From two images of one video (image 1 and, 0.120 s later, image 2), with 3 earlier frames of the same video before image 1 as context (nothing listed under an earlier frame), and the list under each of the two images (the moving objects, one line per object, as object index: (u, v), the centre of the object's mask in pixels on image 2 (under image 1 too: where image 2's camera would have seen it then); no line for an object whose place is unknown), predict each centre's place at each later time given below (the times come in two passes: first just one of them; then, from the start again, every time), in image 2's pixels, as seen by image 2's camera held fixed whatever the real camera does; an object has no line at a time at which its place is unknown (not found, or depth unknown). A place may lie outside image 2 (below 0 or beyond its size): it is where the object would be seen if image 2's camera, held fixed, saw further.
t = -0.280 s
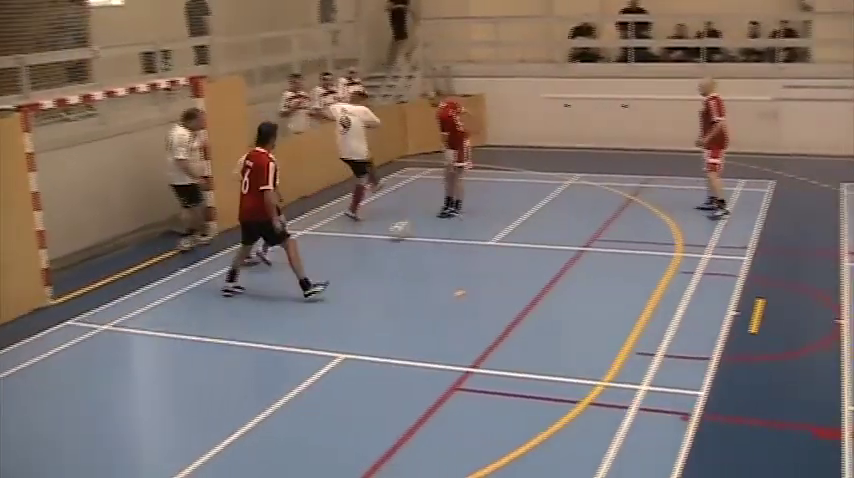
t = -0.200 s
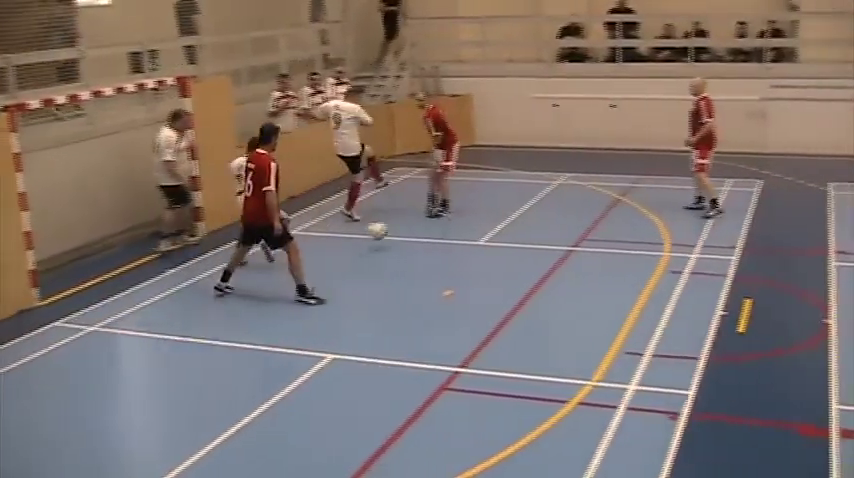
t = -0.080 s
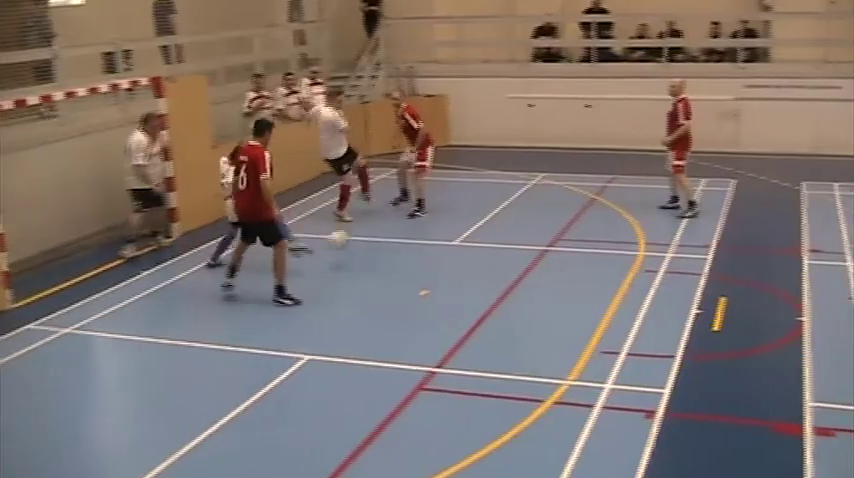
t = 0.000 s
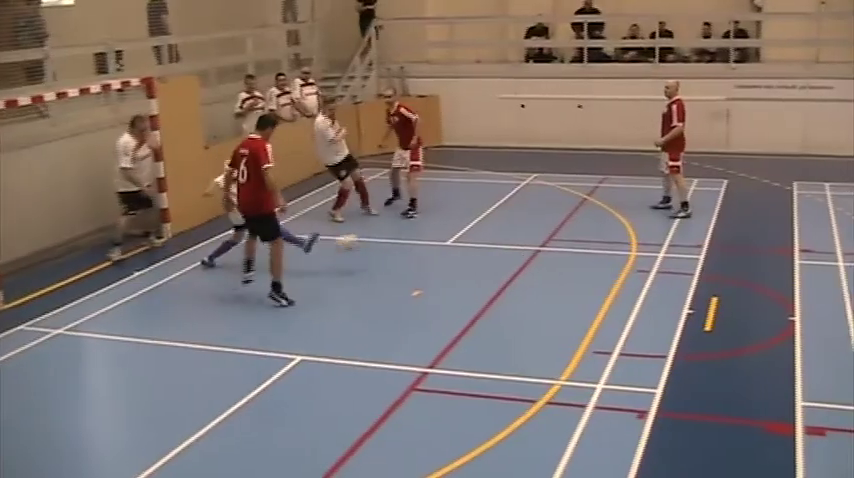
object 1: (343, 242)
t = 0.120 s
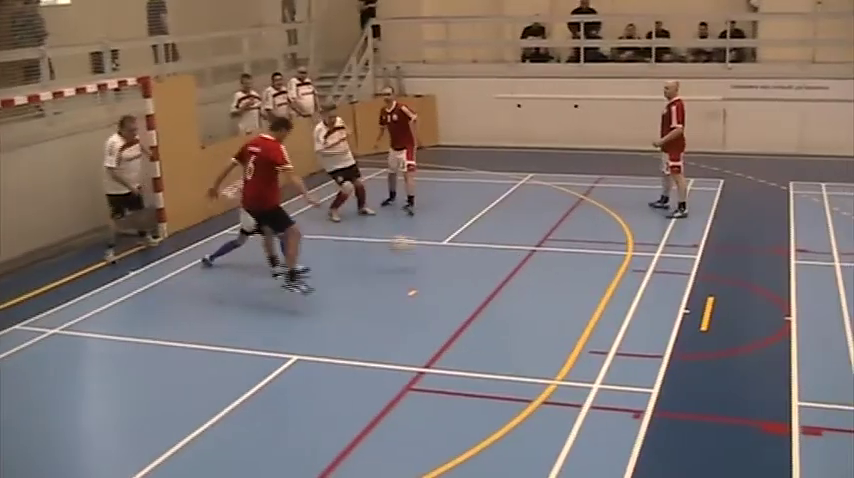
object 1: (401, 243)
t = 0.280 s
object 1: (480, 257)
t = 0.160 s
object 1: (424, 250)
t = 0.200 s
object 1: (443, 253)
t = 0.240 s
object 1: (463, 258)
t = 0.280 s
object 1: (480, 257)
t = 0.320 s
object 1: (499, 248)
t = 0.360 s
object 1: (514, 244)
